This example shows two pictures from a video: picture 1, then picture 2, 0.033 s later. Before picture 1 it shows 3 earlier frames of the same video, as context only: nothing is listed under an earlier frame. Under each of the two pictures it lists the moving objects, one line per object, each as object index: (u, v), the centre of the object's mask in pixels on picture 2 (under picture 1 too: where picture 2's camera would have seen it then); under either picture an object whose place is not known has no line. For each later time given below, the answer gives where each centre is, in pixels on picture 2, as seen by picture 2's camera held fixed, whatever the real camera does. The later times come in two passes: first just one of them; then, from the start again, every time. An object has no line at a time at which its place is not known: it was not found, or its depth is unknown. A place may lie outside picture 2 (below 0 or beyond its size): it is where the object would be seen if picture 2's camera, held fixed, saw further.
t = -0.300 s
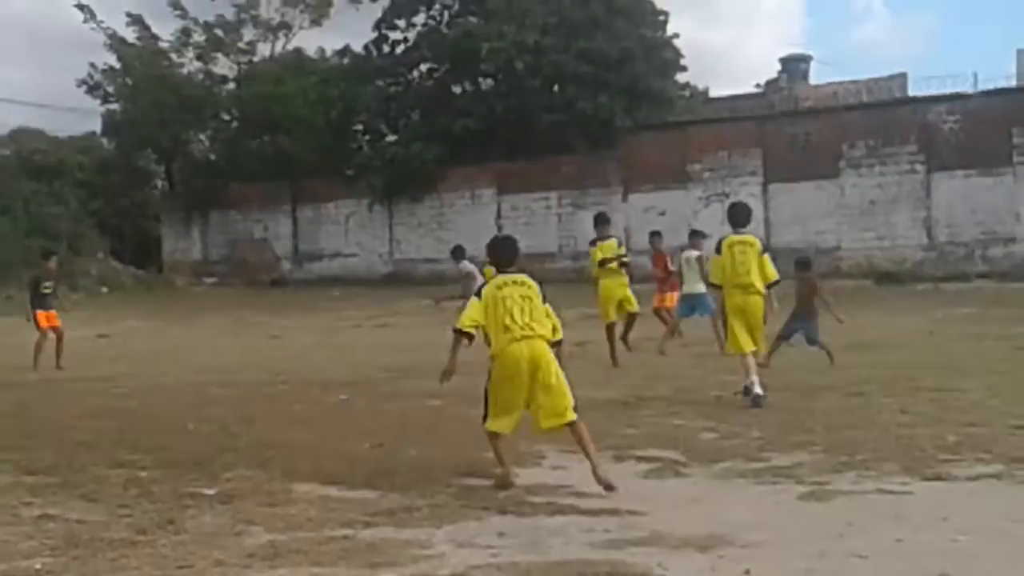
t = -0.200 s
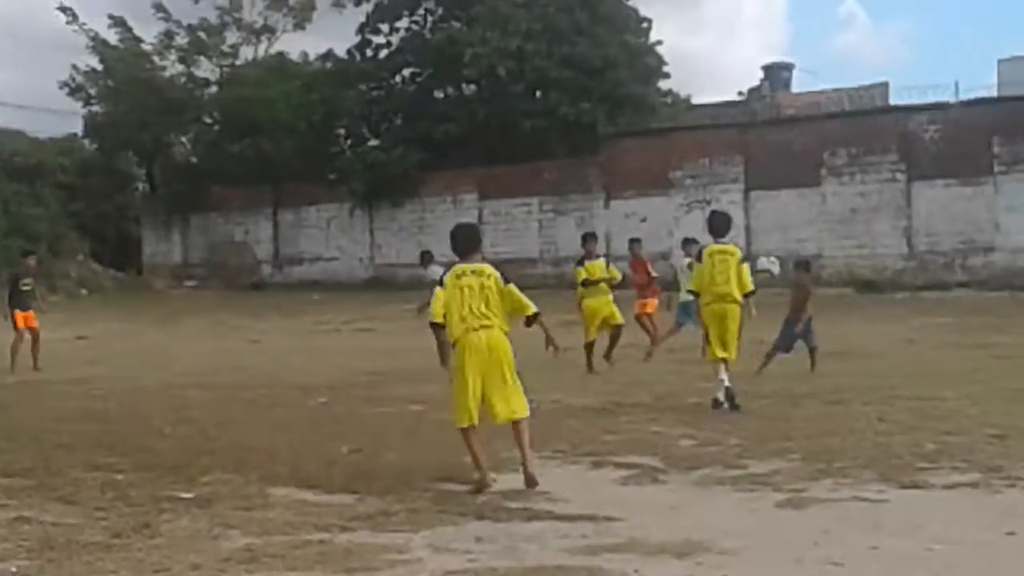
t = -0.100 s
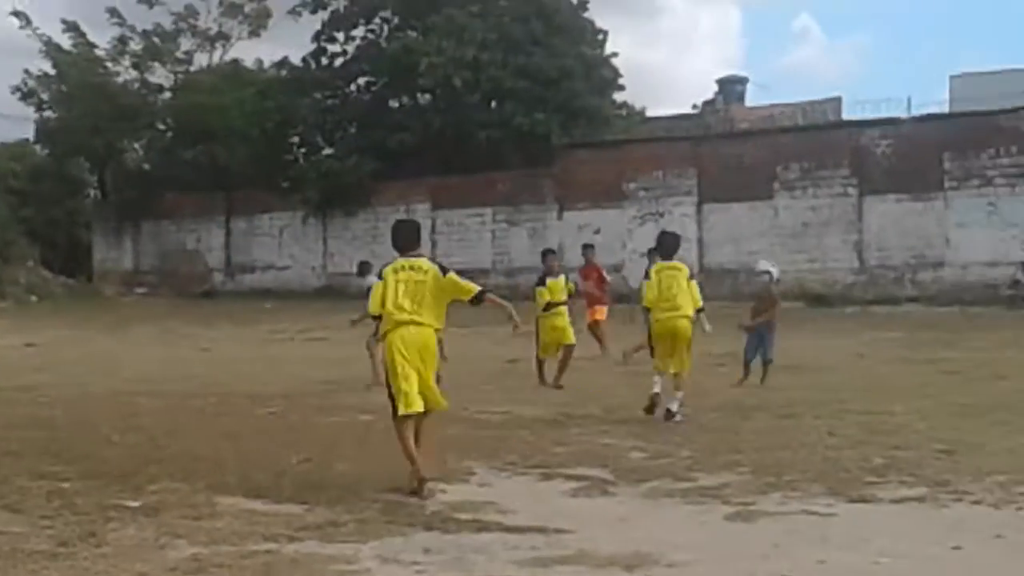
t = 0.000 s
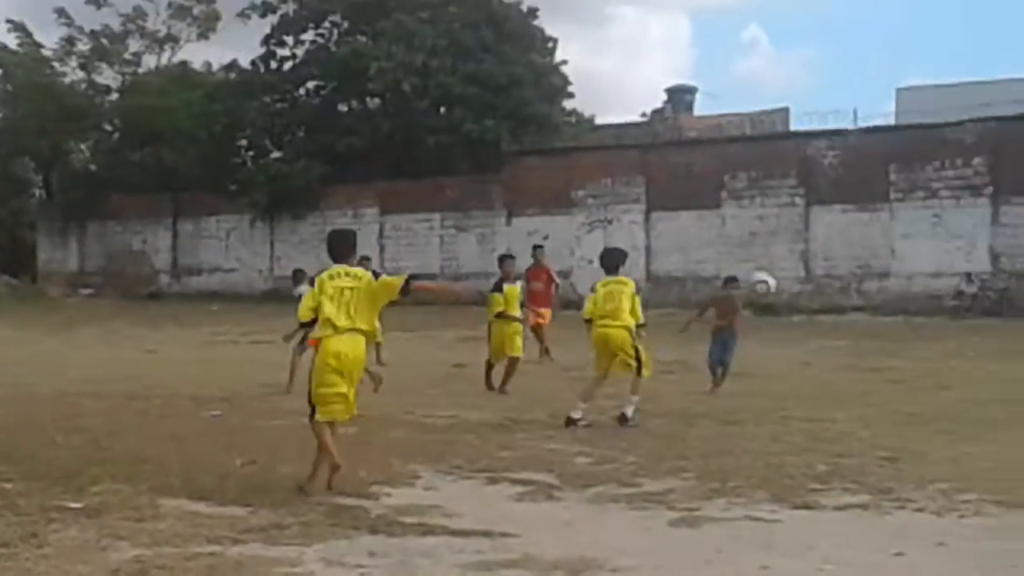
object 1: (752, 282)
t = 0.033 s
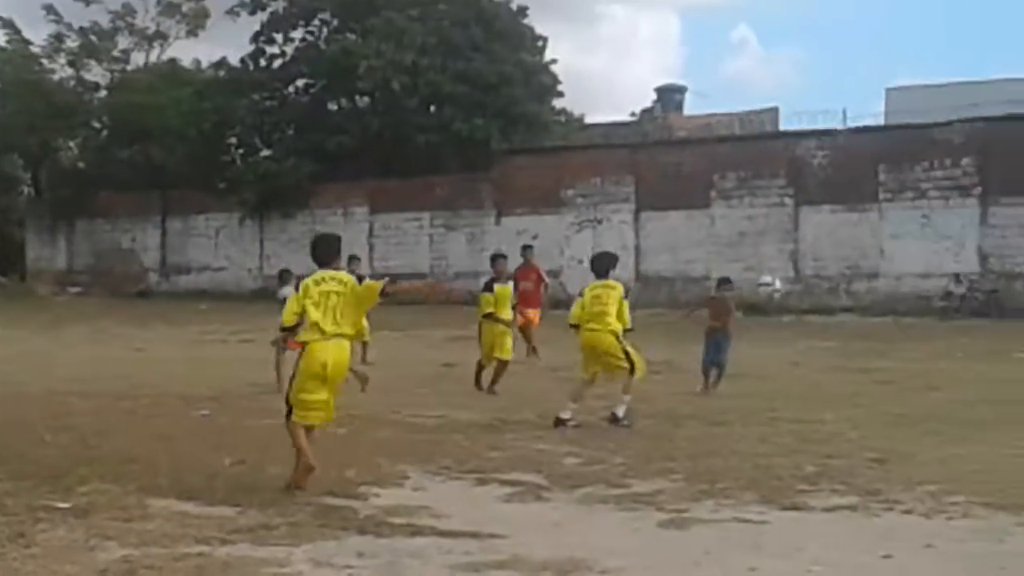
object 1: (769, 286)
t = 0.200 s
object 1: (859, 333)
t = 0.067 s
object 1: (788, 293)
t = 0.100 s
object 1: (804, 301)
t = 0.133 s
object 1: (822, 310)
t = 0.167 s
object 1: (840, 322)
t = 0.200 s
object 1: (859, 333)
